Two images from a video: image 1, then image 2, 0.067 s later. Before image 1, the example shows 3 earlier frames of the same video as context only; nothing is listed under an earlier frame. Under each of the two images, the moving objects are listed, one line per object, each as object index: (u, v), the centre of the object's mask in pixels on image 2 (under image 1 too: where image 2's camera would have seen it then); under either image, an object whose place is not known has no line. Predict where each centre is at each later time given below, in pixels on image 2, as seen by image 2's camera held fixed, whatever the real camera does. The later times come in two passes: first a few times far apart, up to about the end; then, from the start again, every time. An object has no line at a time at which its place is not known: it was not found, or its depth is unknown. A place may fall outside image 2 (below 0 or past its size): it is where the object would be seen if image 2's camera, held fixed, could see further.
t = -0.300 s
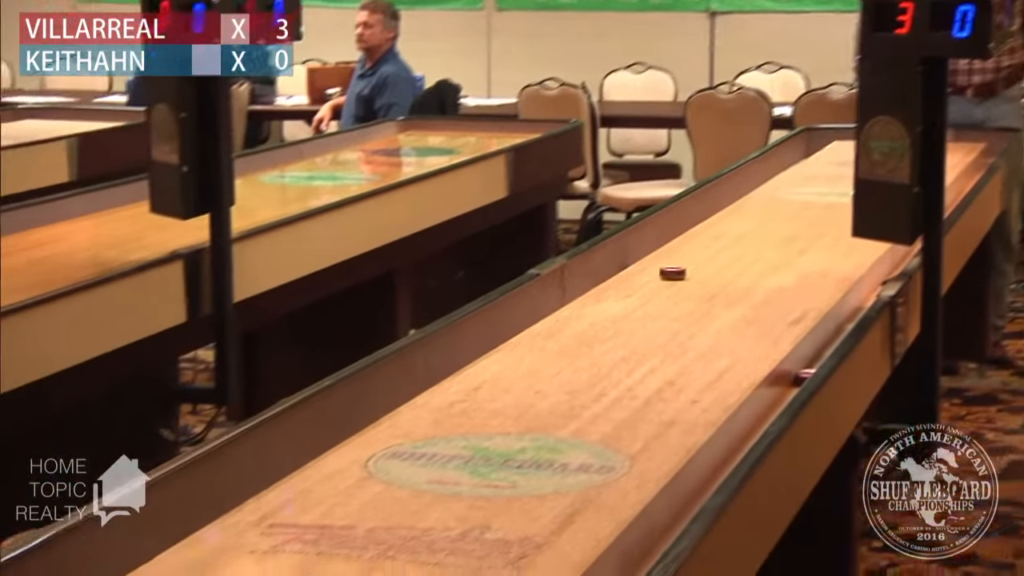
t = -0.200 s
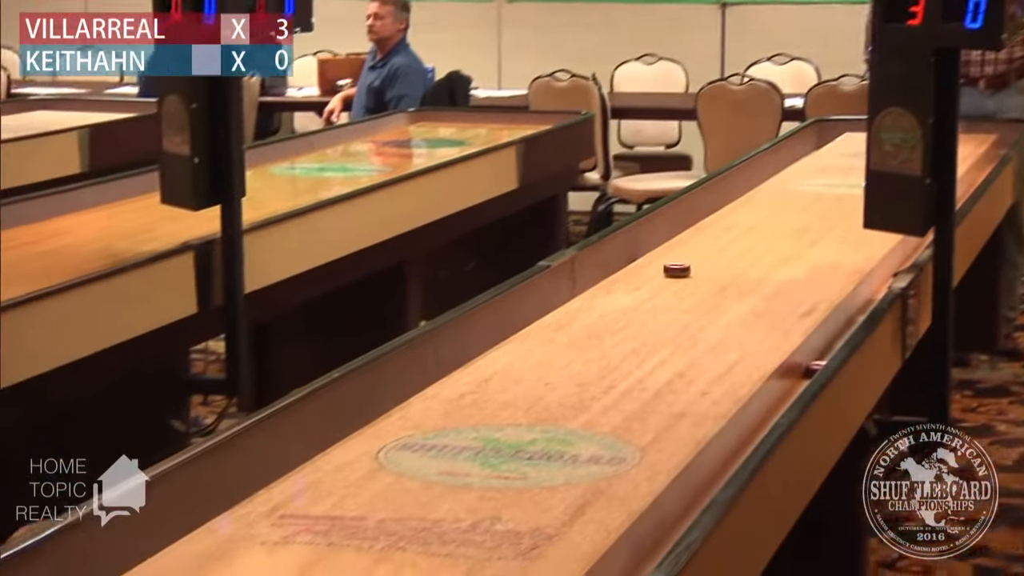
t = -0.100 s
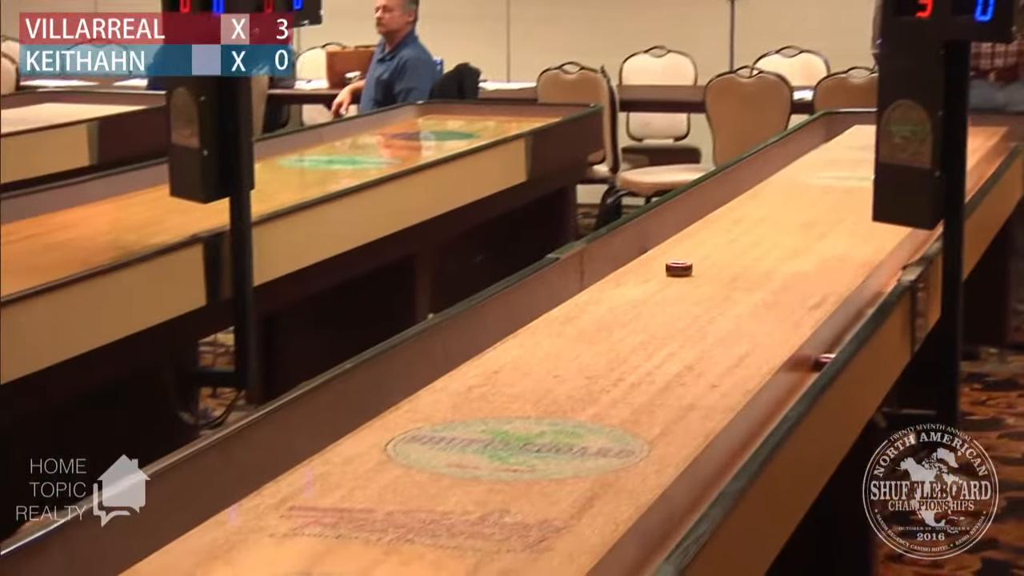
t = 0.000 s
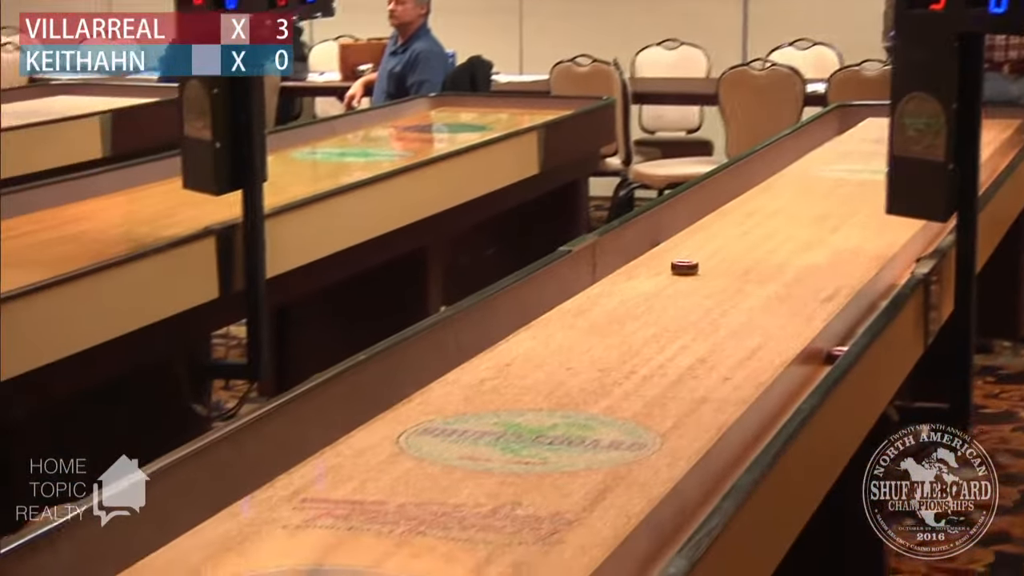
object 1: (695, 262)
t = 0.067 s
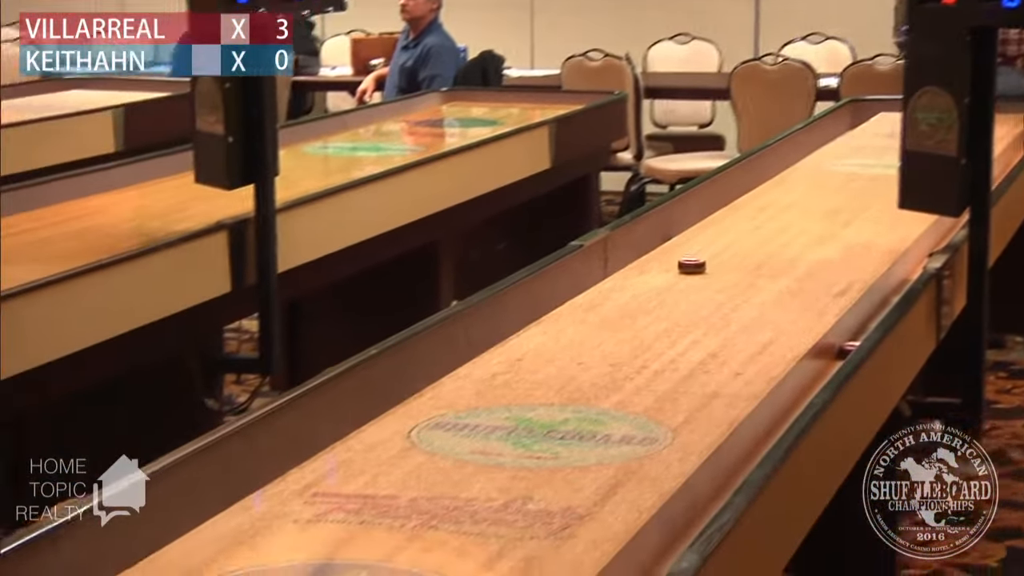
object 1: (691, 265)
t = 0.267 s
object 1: (679, 277)
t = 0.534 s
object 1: (662, 293)
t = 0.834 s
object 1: (640, 312)
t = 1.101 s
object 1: (620, 330)
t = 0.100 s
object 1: (690, 267)
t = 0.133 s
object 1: (688, 270)
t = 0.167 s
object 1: (686, 272)
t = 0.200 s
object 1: (684, 273)
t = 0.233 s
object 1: (682, 275)
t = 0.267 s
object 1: (679, 277)
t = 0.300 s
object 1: (677, 279)
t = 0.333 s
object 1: (675, 281)
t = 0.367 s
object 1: (673, 283)
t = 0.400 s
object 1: (671, 285)
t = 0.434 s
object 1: (669, 287)
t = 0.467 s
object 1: (666, 289)
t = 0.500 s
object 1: (664, 291)
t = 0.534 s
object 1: (662, 293)
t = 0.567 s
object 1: (660, 294)
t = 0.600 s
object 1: (657, 296)
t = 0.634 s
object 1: (655, 299)
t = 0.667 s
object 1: (652, 301)
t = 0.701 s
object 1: (650, 303)
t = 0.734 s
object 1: (648, 305)
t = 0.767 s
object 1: (645, 307)
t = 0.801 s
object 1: (643, 309)
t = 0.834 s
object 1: (640, 312)
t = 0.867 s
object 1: (638, 313)
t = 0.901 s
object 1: (635, 316)
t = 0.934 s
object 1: (633, 318)
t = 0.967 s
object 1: (630, 320)
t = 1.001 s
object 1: (628, 323)
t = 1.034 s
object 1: (625, 325)
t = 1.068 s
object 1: (623, 327)
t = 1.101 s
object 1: (620, 330)
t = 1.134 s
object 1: (617, 332)
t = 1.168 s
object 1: (615, 335)
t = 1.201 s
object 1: (612, 337)
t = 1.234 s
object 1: (610, 339)
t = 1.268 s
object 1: (607, 342)
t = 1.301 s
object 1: (604, 344)
